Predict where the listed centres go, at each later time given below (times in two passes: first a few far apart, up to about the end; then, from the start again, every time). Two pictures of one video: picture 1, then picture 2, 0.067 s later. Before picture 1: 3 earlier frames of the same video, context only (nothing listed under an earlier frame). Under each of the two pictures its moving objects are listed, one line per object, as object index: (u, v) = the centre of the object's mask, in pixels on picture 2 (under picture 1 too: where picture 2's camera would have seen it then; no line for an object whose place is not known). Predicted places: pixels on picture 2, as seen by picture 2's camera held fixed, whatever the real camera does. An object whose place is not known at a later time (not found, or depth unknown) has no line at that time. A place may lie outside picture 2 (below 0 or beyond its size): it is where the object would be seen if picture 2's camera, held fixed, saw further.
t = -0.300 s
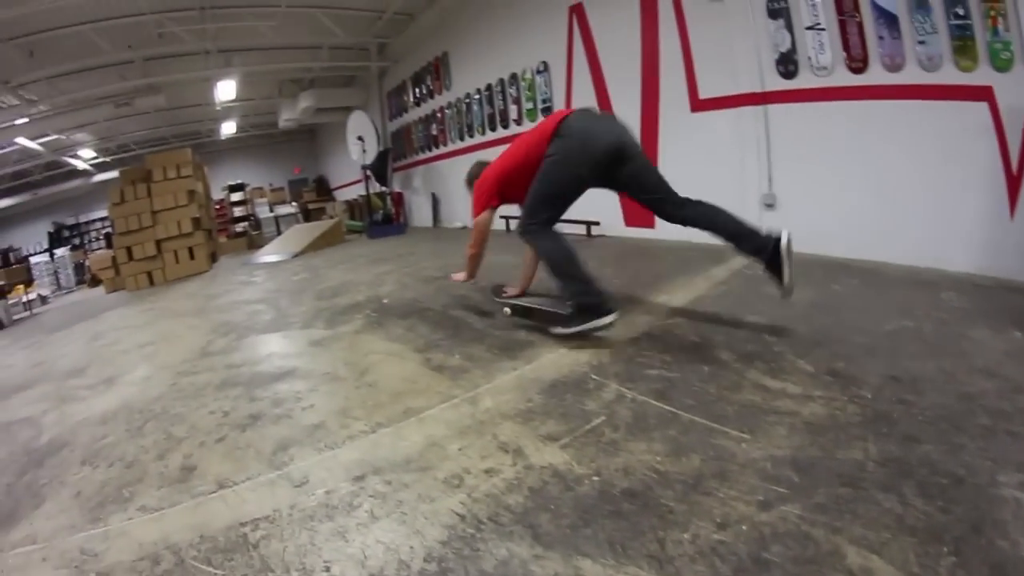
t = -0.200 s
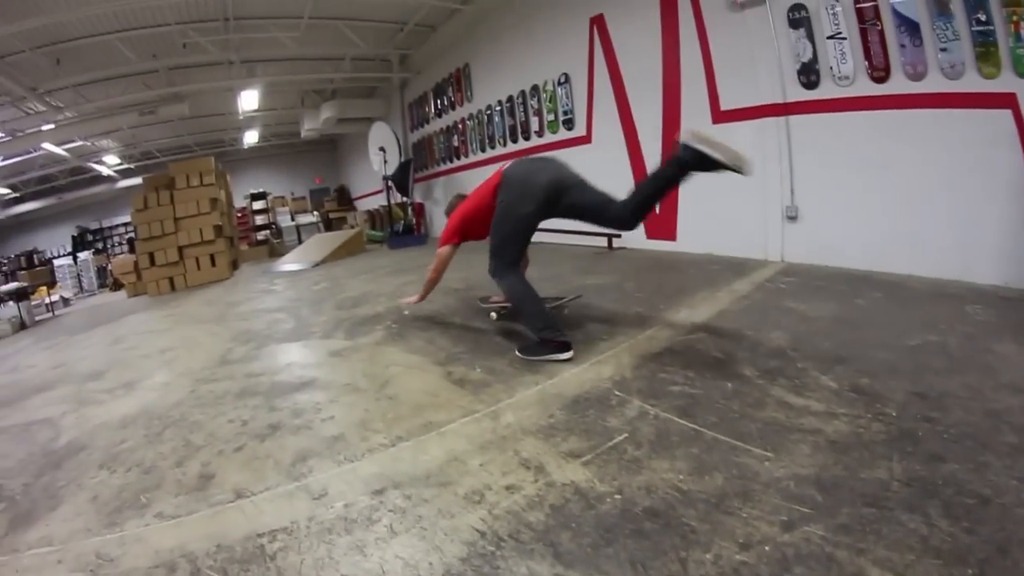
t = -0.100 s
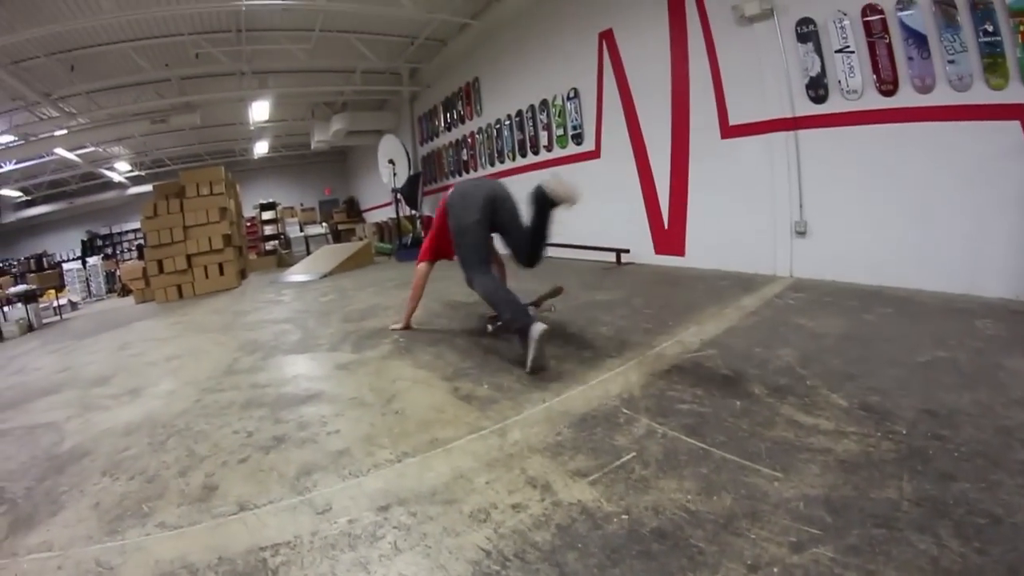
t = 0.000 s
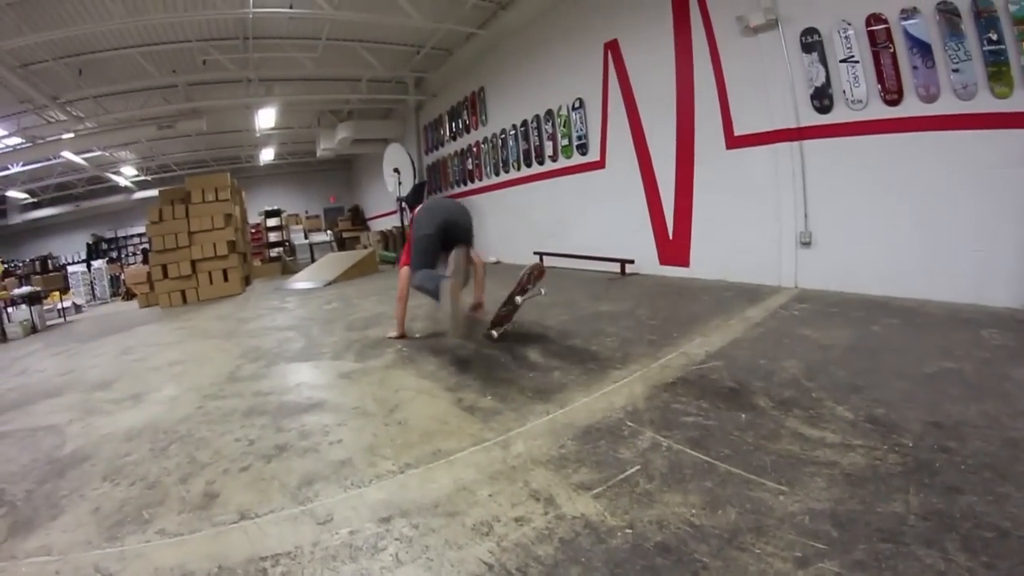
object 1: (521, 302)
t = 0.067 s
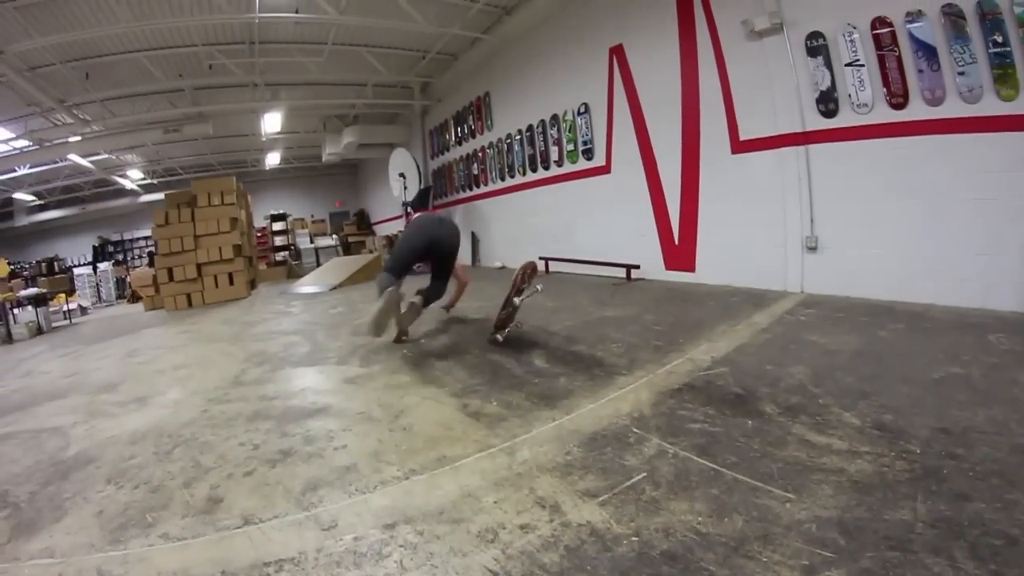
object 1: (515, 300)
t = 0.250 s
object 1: (507, 318)
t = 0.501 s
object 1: (505, 344)
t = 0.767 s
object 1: (505, 345)
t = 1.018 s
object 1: (501, 344)
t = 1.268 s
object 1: (502, 344)
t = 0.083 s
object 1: (514, 301)
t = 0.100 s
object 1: (513, 301)
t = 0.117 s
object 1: (512, 302)
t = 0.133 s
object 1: (511, 303)
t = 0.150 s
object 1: (510, 304)
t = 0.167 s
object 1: (509, 305)
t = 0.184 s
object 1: (509, 307)
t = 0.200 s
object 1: (508, 310)
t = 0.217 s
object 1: (508, 312)
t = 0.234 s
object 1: (507, 315)
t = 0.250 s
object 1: (507, 318)
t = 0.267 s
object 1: (507, 321)
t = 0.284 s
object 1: (507, 325)
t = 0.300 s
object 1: (507, 328)
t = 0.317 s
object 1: (508, 336)
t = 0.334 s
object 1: (506, 337)
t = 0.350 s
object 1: (505, 338)
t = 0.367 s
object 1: (504, 342)
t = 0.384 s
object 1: (504, 341)
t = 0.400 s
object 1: (504, 343)
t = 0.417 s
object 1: (504, 344)
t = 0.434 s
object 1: (504, 343)
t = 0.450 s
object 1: (504, 343)
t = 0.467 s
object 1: (505, 343)
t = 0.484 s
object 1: (505, 344)
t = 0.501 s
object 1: (505, 344)
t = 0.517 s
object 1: (505, 344)
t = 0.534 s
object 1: (506, 344)
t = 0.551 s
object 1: (506, 344)
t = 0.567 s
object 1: (506, 344)
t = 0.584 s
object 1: (506, 344)
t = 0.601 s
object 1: (506, 344)
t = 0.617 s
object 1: (506, 344)
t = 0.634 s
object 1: (506, 344)
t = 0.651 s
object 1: (506, 344)
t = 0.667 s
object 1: (506, 345)
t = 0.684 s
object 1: (506, 345)
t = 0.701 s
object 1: (505, 345)
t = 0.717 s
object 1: (505, 345)
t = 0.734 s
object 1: (505, 345)
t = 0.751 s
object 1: (505, 345)
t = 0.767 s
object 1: (505, 345)
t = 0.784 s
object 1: (504, 345)
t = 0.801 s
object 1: (504, 345)
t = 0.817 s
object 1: (504, 345)
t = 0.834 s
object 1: (504, 345)
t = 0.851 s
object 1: (504, 345)
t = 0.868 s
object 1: (504, 345)
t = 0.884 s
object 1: (503, 345)
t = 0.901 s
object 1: (503, 345)
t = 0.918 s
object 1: (503, 345)
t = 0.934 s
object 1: (502, 344)
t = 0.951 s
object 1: (502, 344)
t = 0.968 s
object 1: (502, 344)
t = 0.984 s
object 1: (502, 344)
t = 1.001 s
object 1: (502, 344)
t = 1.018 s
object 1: (501, 344)
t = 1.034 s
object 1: (501, 344)
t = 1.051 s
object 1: (501, 344)
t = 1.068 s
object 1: (501, 343)
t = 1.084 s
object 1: (501, 343)
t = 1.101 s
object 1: (501, 343)
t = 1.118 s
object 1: (502, 343)
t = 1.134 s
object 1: (502, 343)
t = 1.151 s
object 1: (502, 343)
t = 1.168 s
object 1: (502, 343)
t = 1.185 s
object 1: (502, 343)
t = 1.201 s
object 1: (502, 343)
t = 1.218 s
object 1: (502, 343)
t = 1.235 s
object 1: (502, 343)
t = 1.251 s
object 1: (502, 343)
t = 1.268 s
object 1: (502, 344)
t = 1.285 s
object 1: (502, 344)
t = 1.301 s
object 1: (502, 345)
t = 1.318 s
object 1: (502, 345)
